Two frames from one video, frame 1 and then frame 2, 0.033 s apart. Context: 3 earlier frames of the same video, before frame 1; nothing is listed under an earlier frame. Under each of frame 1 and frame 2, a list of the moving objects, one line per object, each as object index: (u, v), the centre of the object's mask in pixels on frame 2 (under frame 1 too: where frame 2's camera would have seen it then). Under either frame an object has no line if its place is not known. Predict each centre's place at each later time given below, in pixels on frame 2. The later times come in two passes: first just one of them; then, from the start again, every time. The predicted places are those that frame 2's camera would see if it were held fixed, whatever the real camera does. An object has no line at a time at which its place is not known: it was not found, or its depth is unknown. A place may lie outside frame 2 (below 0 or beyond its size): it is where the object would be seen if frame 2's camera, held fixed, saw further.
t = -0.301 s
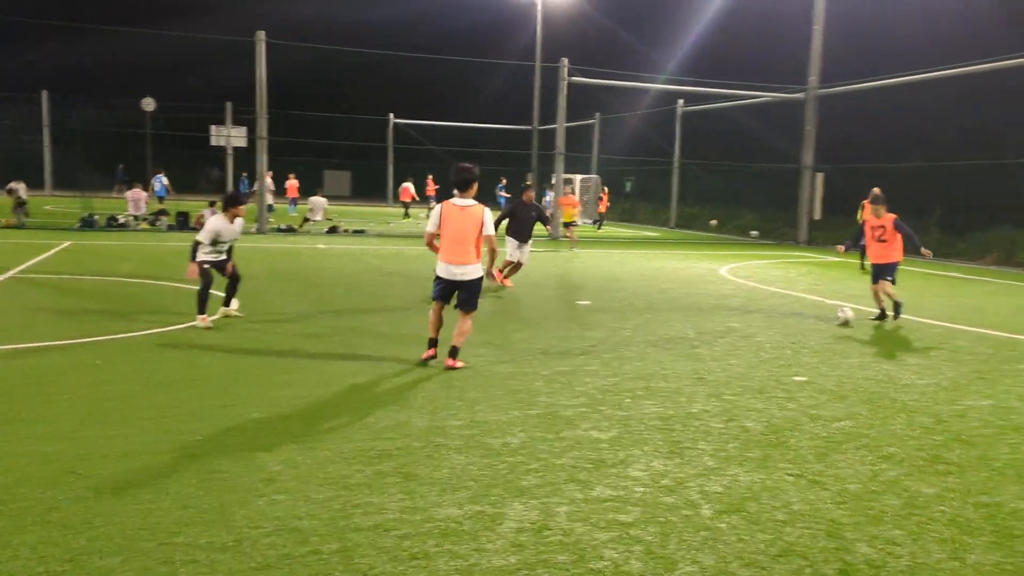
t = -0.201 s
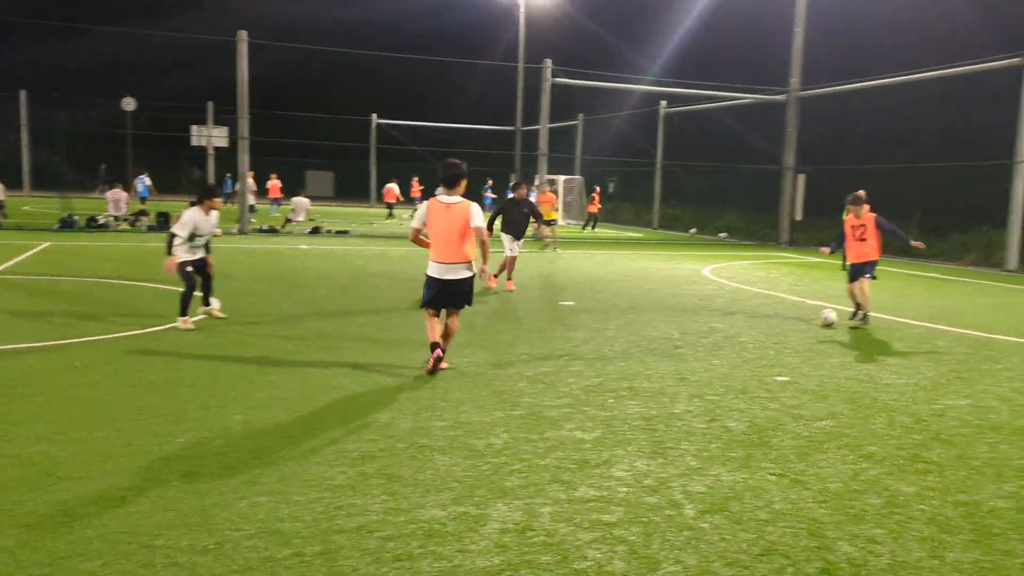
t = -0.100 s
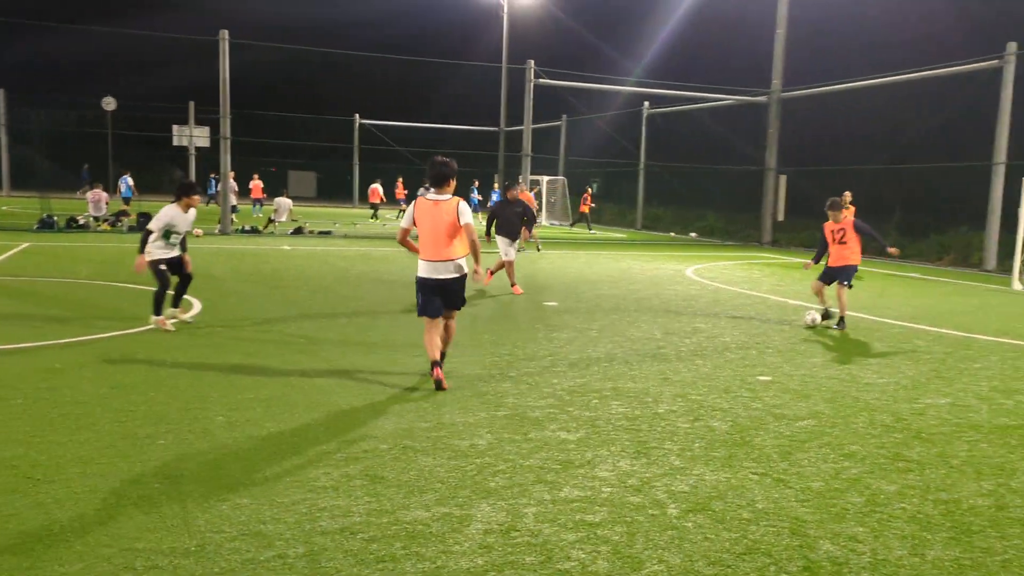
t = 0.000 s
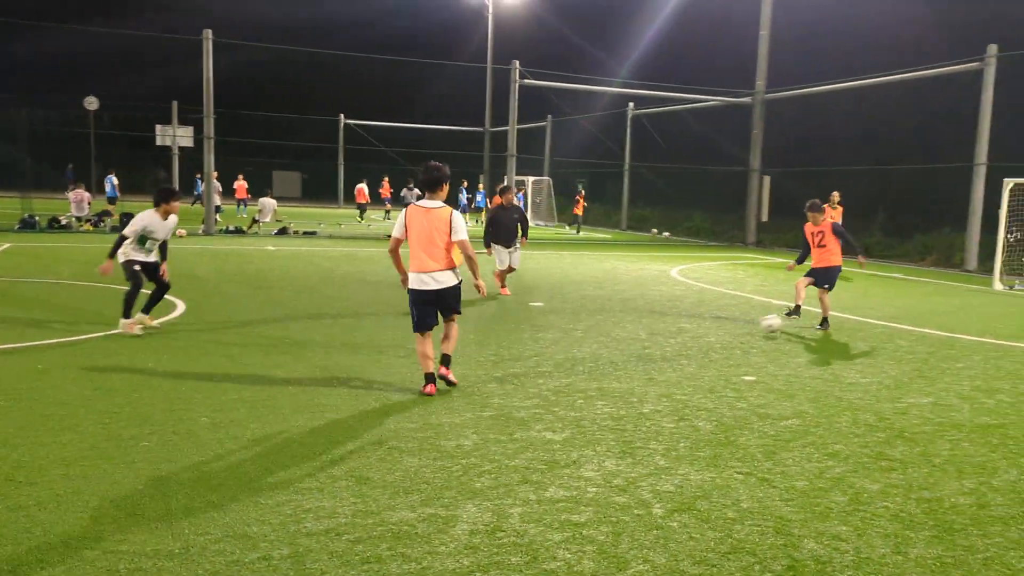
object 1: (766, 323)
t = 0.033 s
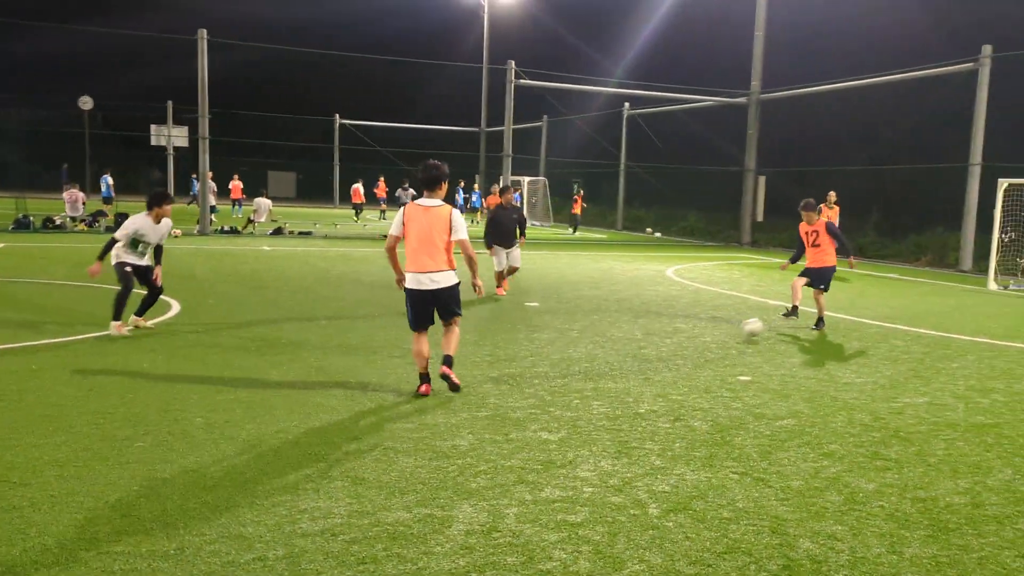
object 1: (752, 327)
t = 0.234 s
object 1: (654, 354)
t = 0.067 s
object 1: (738, 333)
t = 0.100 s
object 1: (721, 338)
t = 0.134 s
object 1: (706, 340)
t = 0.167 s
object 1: (690, 343)
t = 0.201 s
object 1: (672, 349)
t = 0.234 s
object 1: (654, 354)
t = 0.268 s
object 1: (635, 358)
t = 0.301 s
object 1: (617, 363)
